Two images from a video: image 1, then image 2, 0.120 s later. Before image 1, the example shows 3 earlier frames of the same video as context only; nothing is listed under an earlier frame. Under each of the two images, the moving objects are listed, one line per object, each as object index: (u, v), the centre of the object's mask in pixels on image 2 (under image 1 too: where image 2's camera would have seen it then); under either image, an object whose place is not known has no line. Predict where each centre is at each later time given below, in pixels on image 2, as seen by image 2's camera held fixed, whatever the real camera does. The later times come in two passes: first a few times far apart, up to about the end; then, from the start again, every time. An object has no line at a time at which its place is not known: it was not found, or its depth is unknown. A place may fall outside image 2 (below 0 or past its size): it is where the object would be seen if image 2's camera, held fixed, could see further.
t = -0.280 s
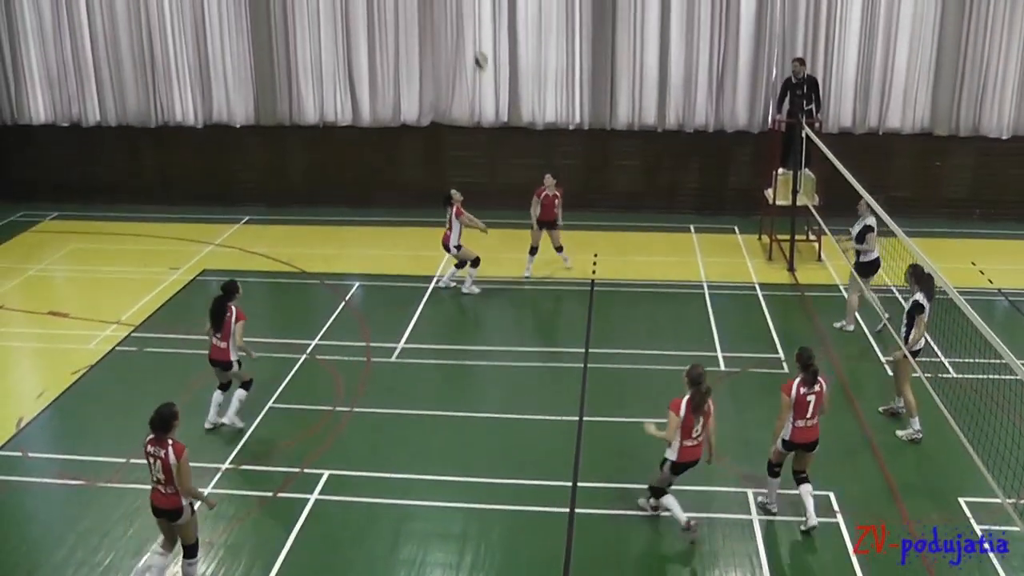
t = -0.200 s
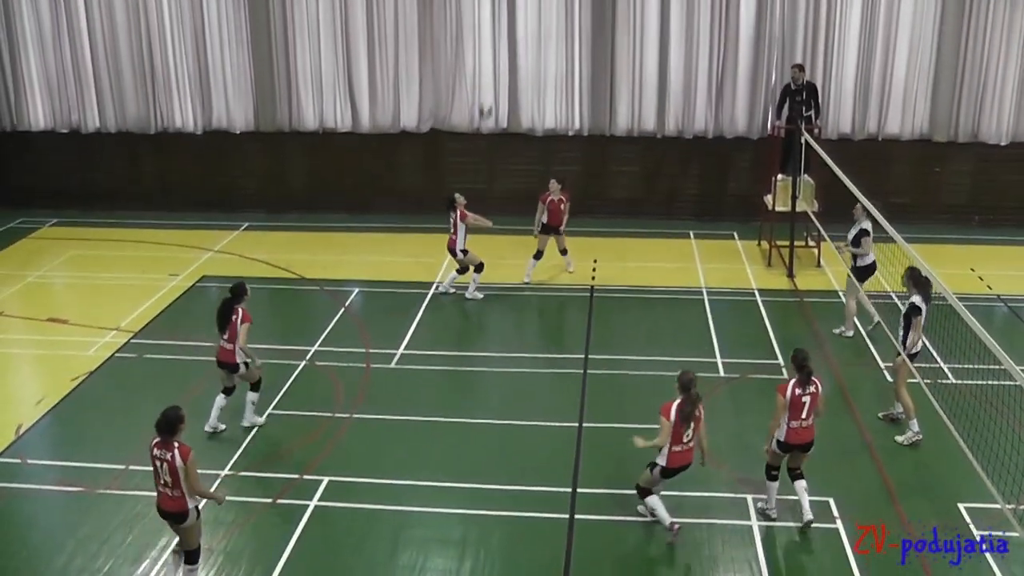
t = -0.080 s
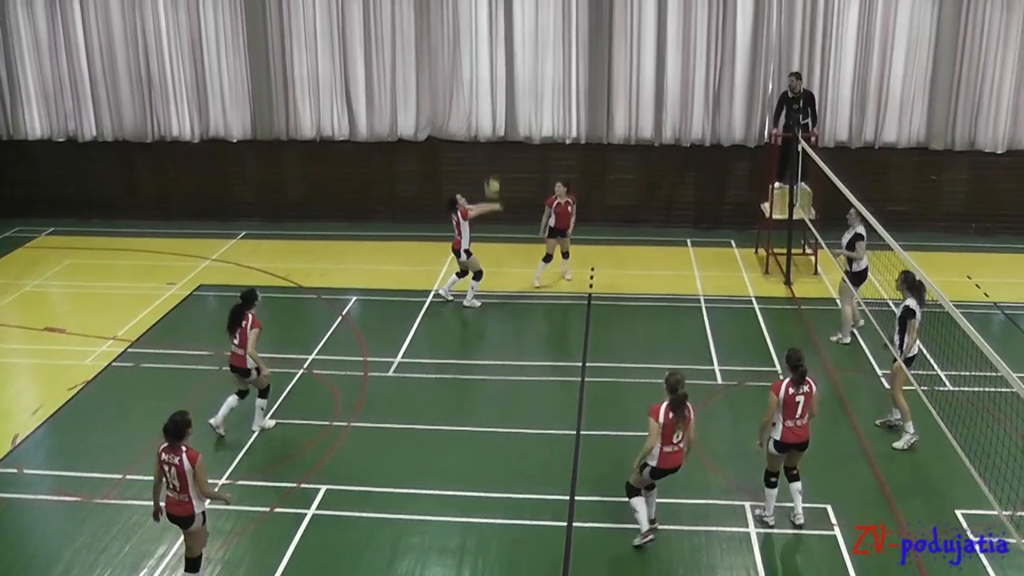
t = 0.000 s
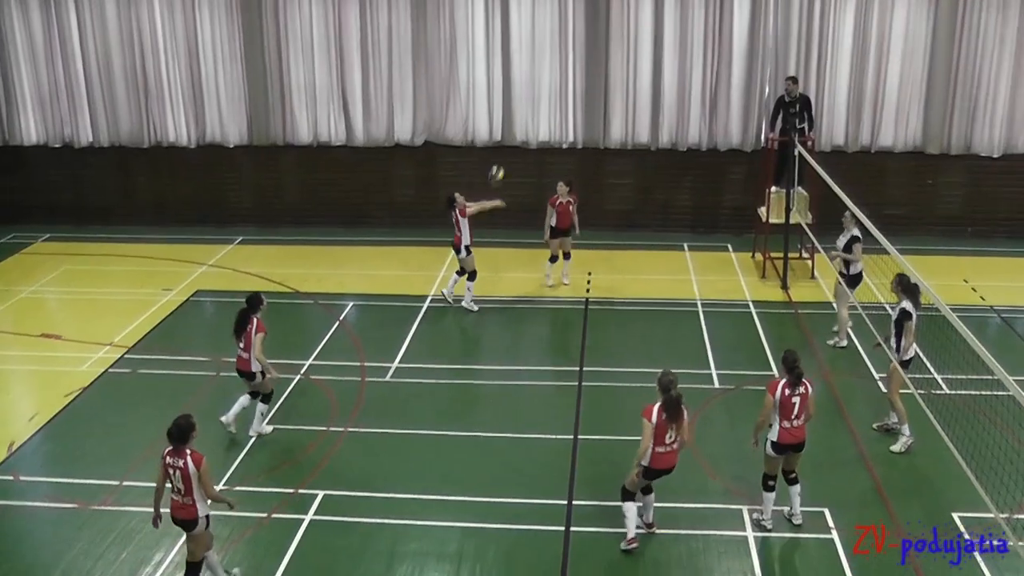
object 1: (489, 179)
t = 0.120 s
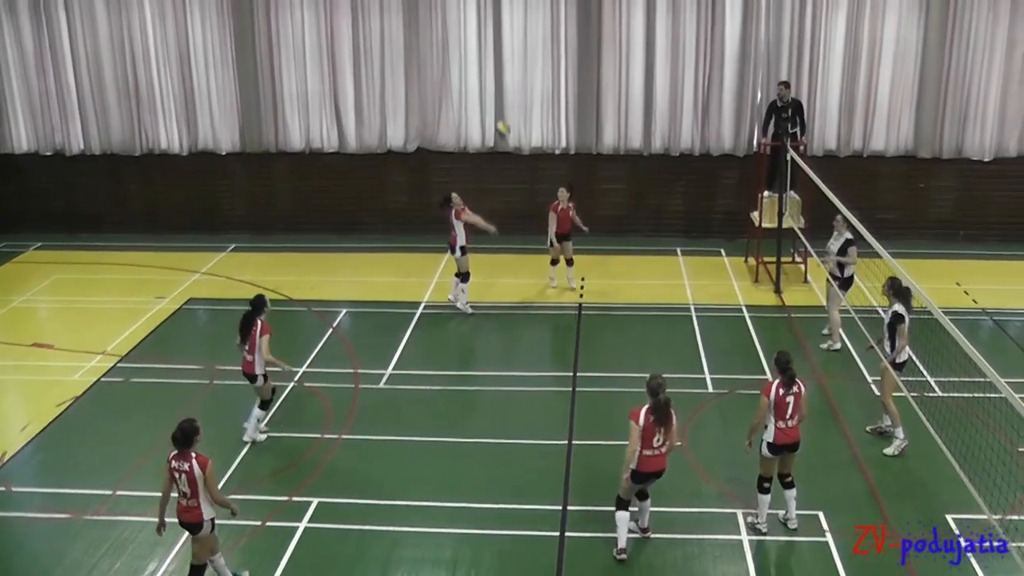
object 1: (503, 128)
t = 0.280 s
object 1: (519, 72)
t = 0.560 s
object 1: (554, 13)
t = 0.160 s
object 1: (506, 114)
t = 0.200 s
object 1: (512, 100)
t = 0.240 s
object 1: (515, 86)
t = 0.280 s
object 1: (519, 72)
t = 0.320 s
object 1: (524, 62)
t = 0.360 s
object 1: (528, 50)
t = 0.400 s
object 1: (533, 41)
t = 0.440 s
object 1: (538, 32)
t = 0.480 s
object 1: (543, 24)
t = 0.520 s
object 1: (548, 19)
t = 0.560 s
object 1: (554, 13)
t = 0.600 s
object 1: (559, 10)
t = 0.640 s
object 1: (564, 8)
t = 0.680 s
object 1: (570, 7)
